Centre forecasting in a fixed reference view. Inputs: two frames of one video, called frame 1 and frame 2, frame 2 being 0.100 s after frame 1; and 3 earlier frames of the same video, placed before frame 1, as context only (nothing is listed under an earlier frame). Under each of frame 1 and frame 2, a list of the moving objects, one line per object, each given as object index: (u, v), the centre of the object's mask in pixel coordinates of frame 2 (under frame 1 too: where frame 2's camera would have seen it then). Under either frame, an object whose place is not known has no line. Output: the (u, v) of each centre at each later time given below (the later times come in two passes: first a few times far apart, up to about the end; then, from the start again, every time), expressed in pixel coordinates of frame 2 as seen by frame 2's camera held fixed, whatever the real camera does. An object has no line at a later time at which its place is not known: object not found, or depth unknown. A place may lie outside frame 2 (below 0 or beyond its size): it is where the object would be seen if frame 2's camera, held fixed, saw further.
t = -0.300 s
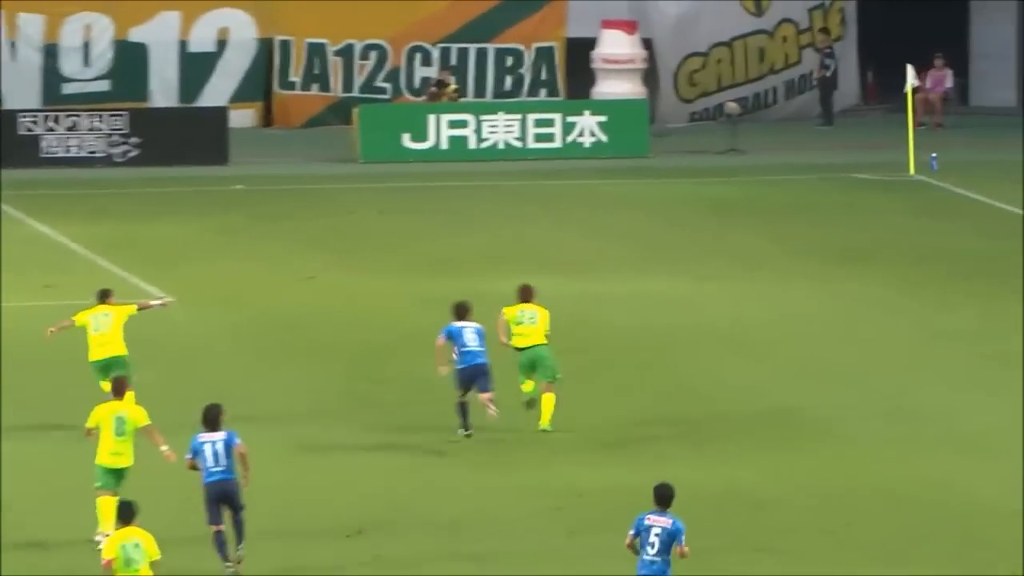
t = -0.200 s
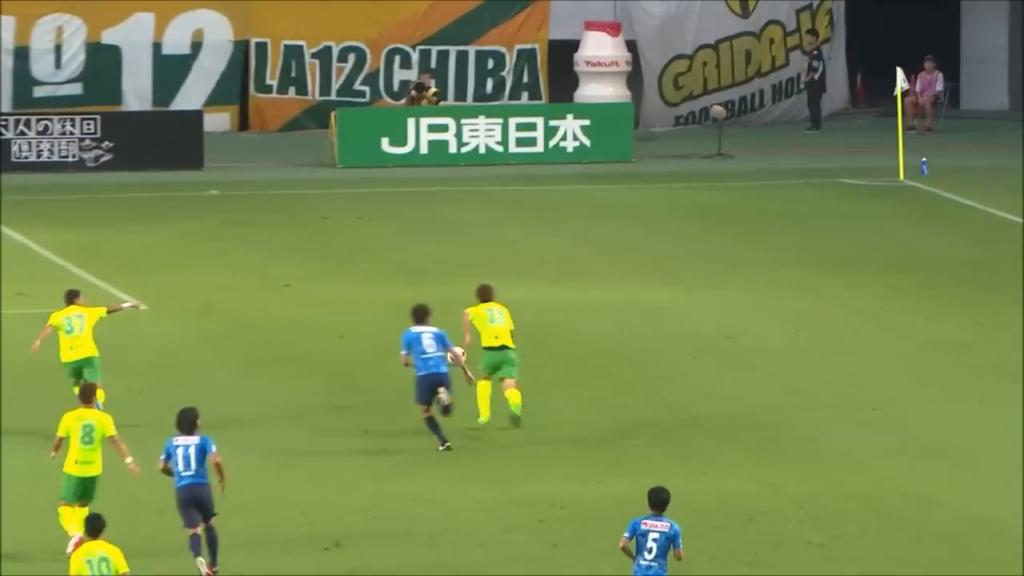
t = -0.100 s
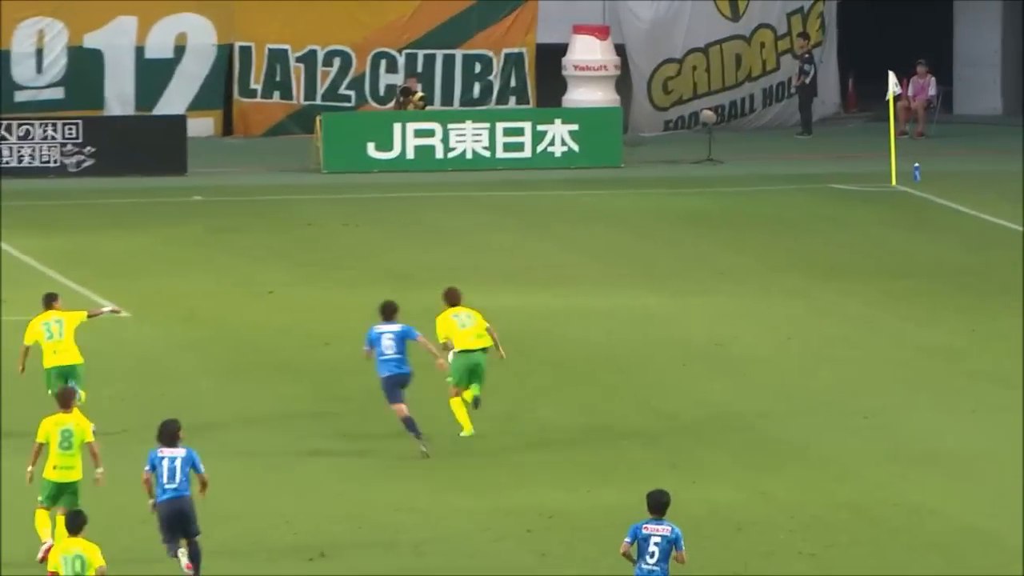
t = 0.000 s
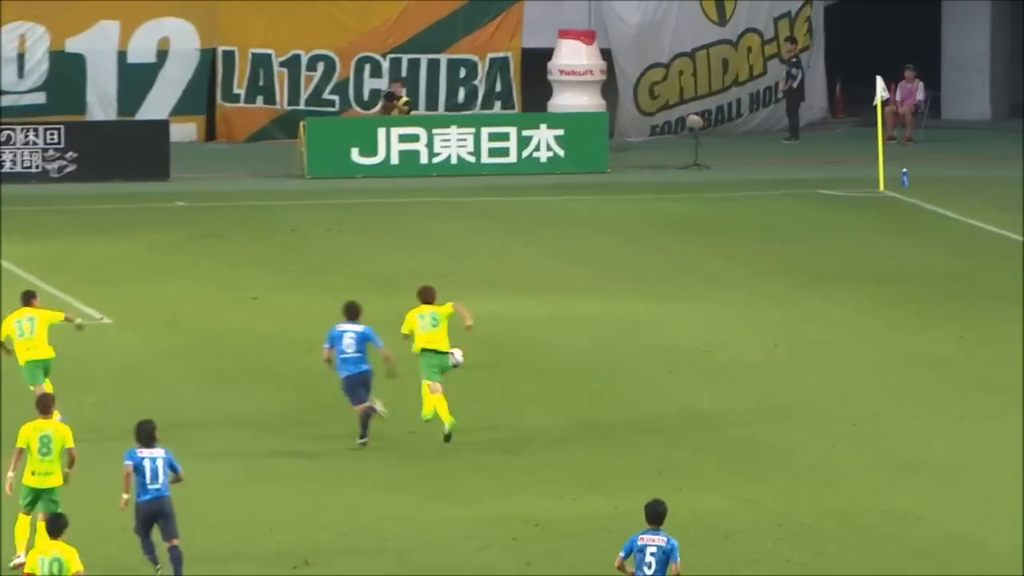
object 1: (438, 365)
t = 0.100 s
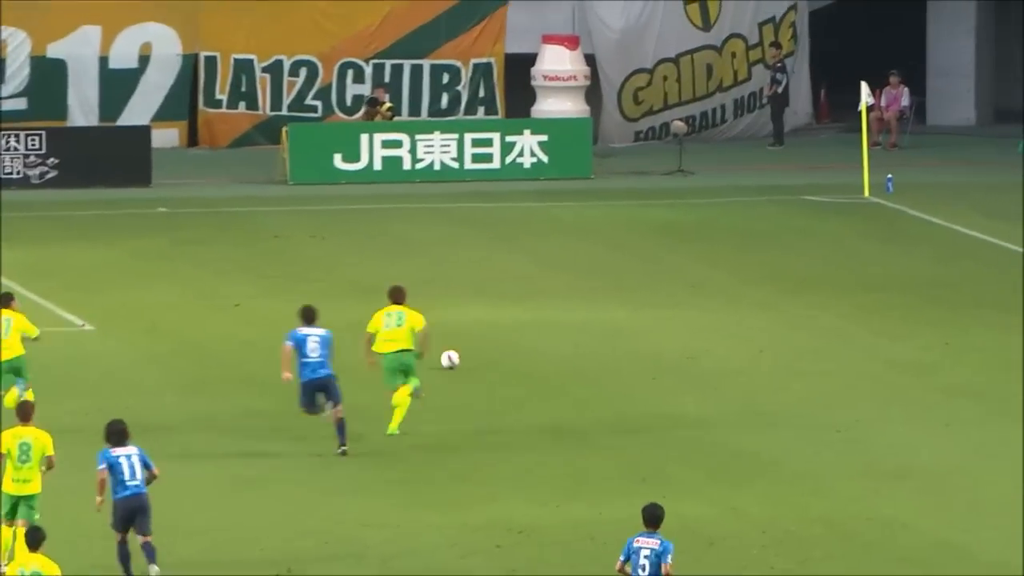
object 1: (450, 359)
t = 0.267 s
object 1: (469, 351)
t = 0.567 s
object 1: (502, 338)
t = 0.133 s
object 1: (454, 358)
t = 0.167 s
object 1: (457, 357)
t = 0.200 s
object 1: (462, 354)
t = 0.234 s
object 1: (465, 353)
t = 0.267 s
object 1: (469, 351)
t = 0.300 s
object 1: (473, 350)
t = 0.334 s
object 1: (477, 348)
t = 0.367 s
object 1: (481, 346)
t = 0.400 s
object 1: (484, 344)
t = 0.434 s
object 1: (488, 344)
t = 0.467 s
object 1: (492, 342)
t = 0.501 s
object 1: (495, 340)
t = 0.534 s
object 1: (500, 339)
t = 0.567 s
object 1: (502, 338)
